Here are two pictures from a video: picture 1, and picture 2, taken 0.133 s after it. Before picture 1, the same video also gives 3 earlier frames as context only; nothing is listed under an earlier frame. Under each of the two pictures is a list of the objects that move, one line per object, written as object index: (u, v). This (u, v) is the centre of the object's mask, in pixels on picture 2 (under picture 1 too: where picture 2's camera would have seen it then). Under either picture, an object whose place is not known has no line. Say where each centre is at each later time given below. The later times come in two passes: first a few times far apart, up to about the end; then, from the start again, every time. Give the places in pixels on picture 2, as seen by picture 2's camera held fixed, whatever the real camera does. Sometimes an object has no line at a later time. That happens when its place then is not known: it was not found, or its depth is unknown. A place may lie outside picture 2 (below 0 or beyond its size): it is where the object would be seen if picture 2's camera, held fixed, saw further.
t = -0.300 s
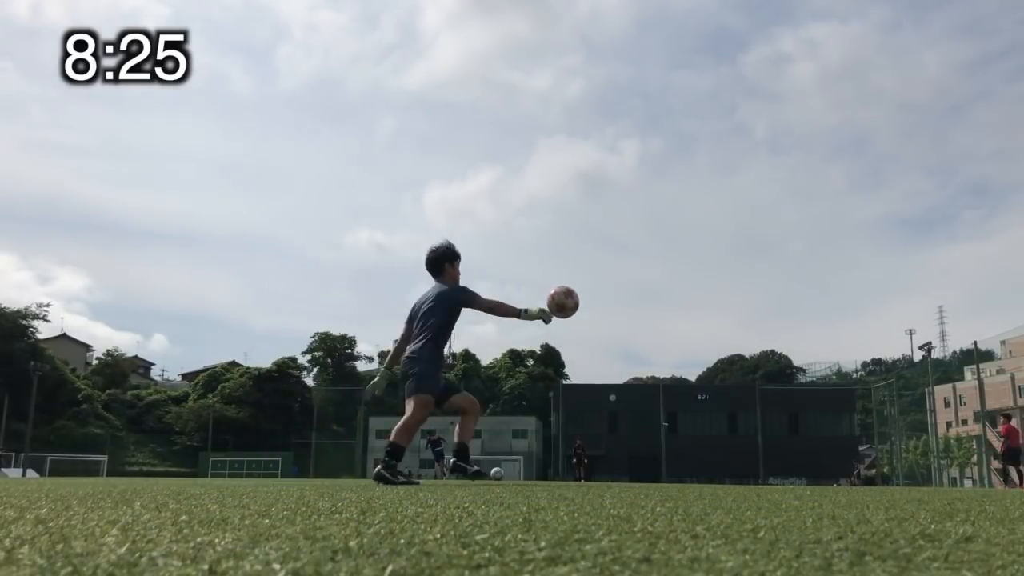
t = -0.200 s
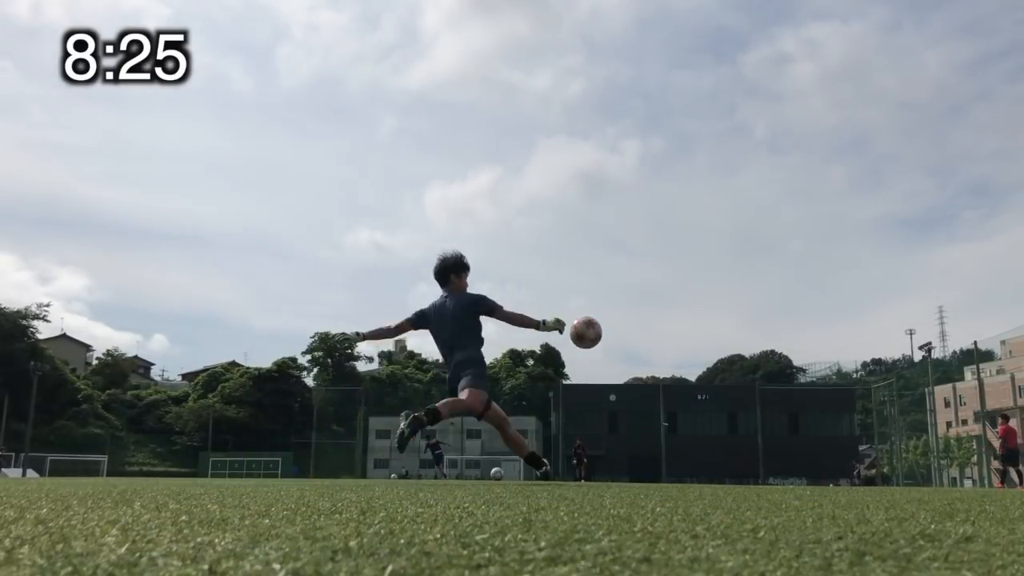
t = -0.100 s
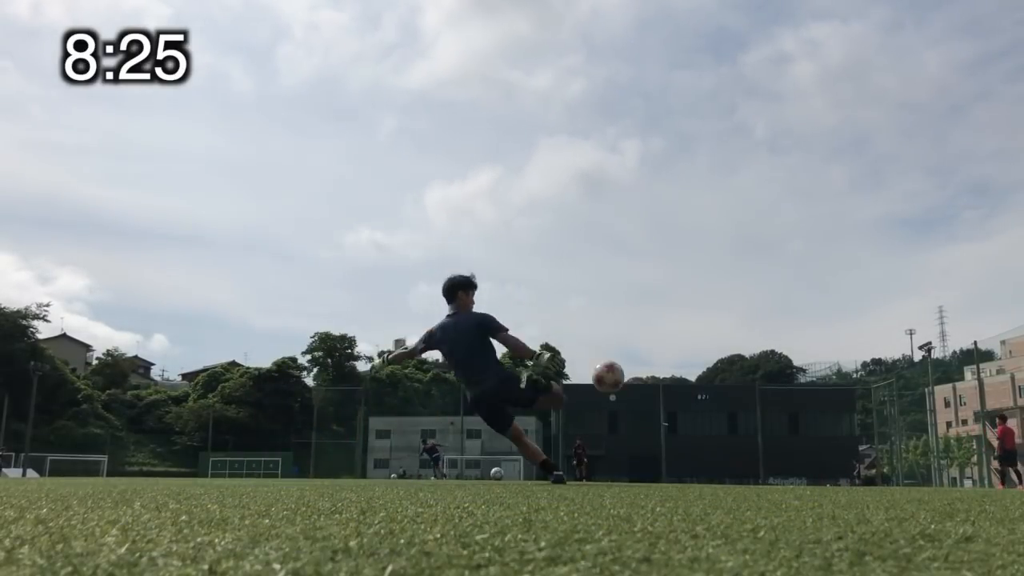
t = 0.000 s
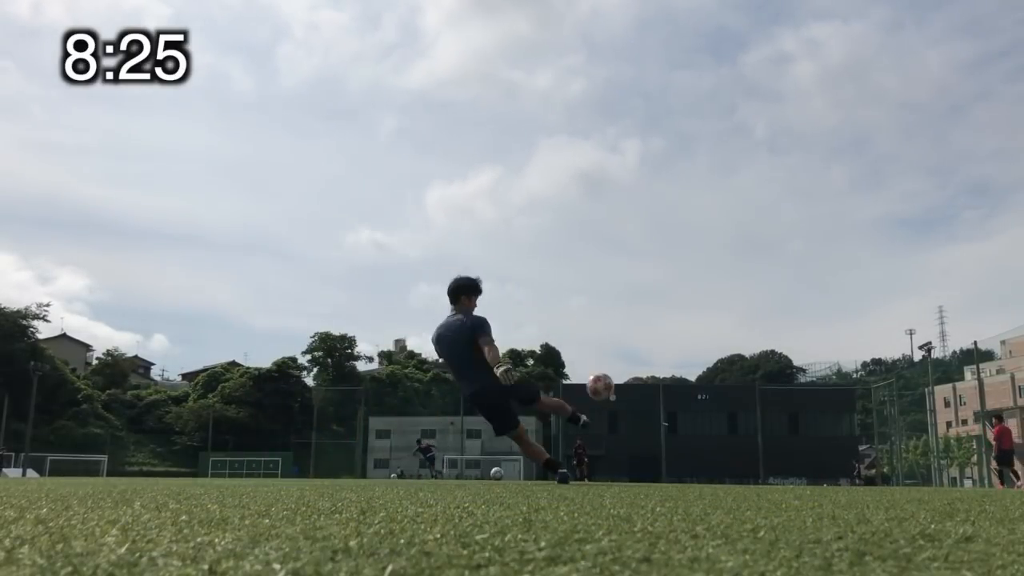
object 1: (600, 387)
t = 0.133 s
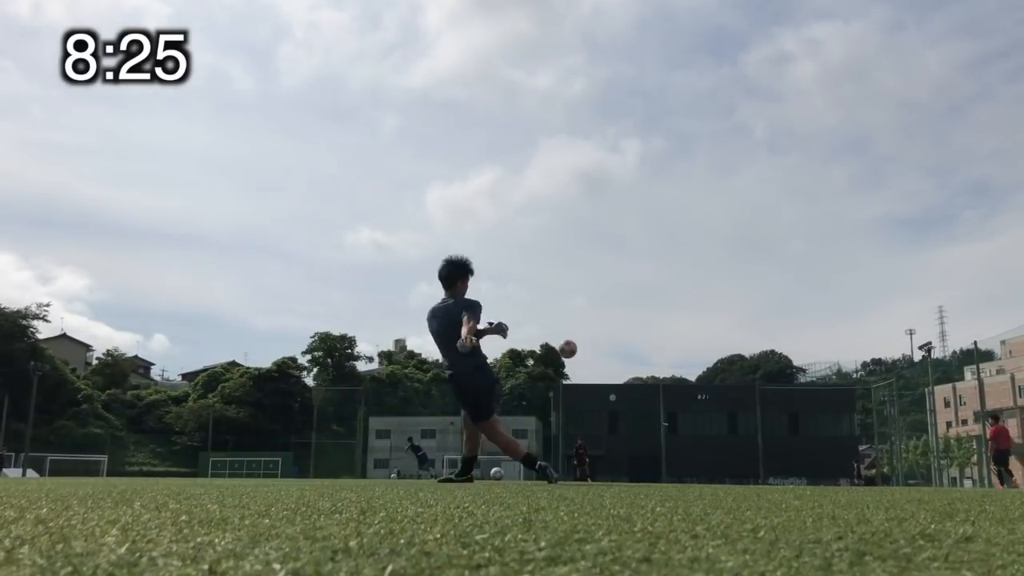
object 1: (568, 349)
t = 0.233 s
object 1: (557, 336)
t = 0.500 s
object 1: (550, 323)
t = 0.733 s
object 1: (554, 326)
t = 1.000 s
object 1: (562, 341)
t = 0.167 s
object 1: (563, 344)
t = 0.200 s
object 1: (560, 339)
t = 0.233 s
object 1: (557, 336)
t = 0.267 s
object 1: (555, 332)
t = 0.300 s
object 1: (553, 330)
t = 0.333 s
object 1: (552, 328)
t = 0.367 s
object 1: (551, 326)
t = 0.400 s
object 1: (551, 325)
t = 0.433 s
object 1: (550, 324)
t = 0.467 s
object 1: (550, 323)
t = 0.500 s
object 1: (550, 323)
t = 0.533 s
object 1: (551, 323)
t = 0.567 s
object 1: (551, 323)
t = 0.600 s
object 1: (552, 323)
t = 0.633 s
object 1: (552, 324)
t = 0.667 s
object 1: (553, 324)
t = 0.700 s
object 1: (553, 325)
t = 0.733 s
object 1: (554, 326)
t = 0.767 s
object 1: (555, 328)
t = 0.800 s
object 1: (556, 329)
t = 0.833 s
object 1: (557, 331)
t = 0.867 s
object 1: (558, 332)
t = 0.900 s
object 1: (559, 334)
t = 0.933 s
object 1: (560, 336)
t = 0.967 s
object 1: (561, 338)
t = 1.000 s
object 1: (562, 341)
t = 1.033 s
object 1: (563, 344)
